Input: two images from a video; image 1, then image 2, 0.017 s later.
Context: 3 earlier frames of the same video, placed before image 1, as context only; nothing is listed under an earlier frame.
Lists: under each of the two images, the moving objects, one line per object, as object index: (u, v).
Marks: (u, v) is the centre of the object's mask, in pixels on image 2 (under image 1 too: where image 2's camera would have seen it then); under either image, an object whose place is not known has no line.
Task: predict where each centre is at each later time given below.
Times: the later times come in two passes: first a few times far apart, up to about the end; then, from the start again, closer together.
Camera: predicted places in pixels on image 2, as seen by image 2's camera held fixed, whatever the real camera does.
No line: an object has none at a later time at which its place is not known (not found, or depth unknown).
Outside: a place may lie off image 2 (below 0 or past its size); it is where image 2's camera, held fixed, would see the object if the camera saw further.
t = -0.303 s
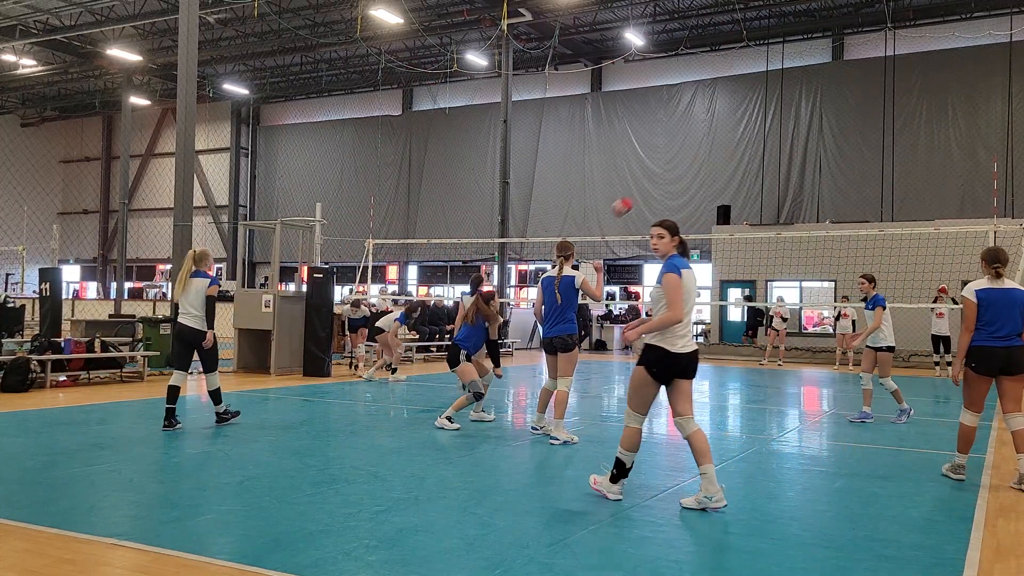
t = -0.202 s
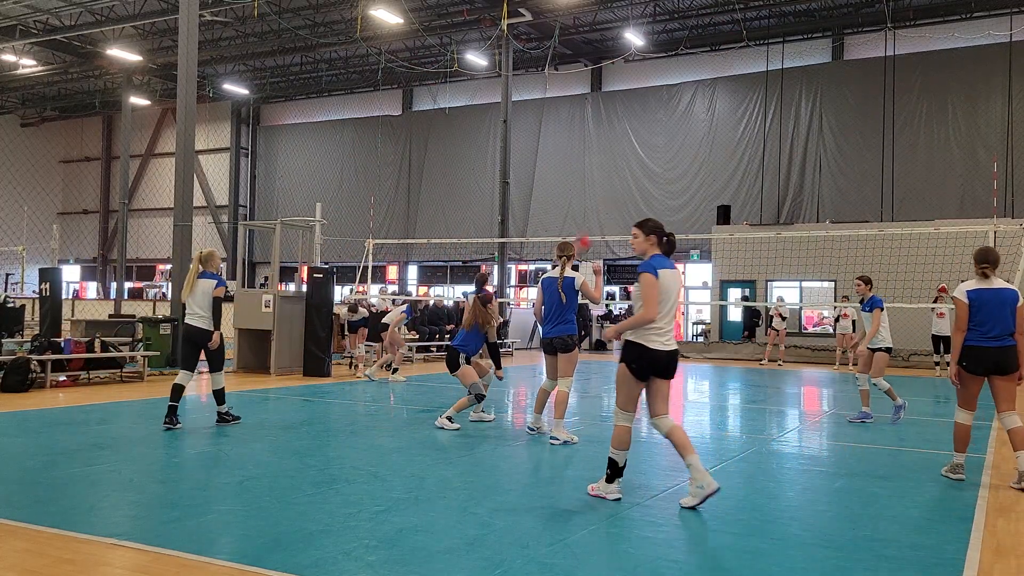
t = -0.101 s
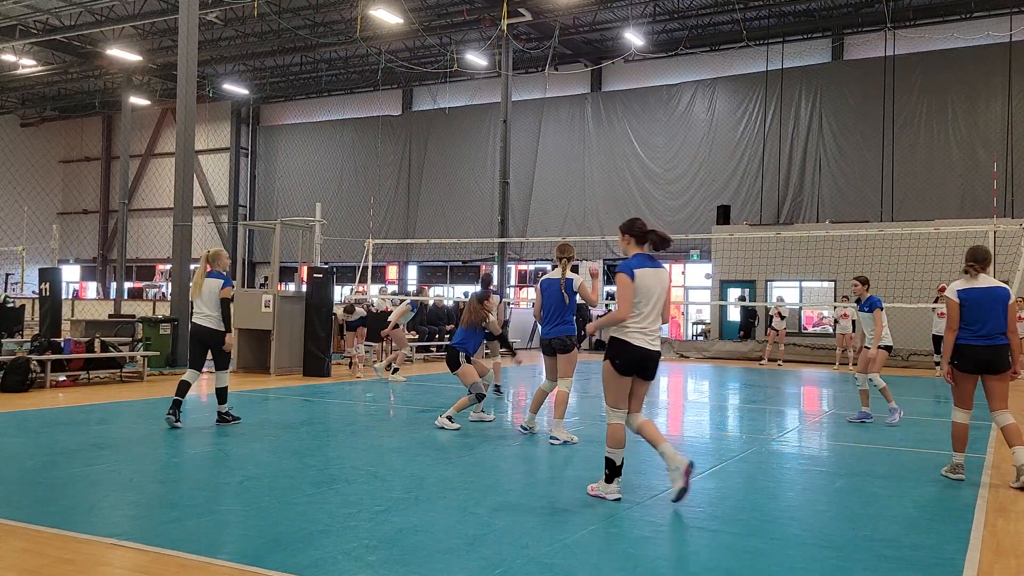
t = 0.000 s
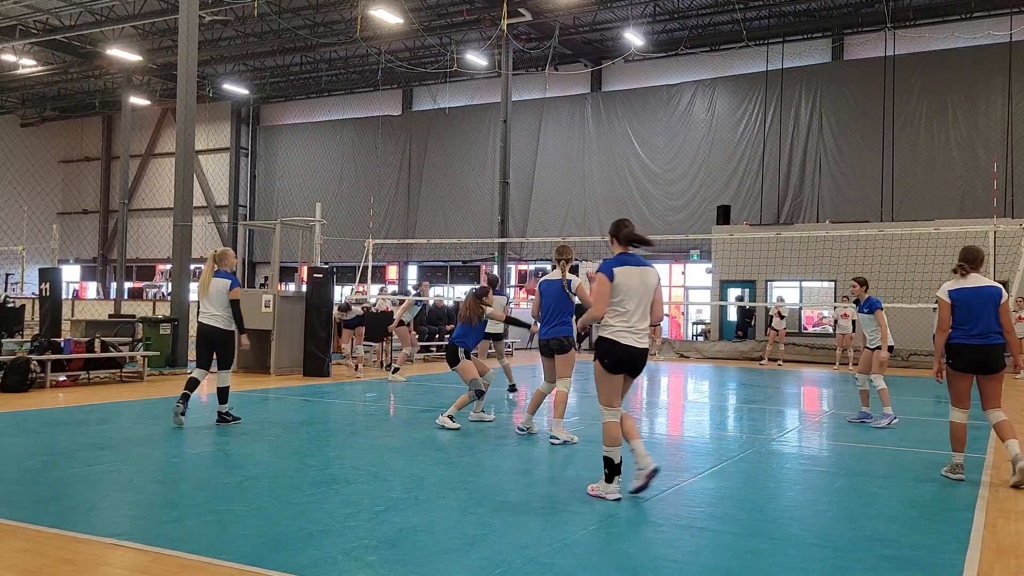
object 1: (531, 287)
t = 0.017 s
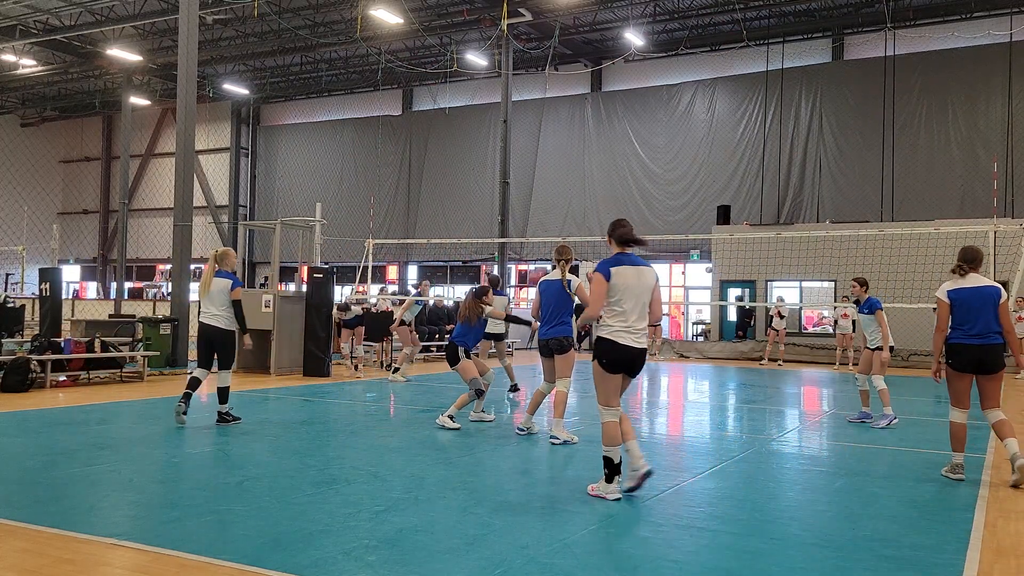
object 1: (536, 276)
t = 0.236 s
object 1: (598, 160)
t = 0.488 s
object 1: (665, 84)
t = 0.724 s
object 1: (722, 68)
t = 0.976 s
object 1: (780, 101)
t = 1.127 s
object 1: (812, 144)
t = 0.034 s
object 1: (541, 268)
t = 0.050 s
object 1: (546, 256)
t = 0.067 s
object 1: (550, 246)
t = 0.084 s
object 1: (556, 235)
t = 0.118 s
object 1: (566, 217)
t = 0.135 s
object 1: (570, 208)
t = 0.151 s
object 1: (575, 200)
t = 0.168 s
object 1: (580, 191)
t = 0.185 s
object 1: (585, 183)
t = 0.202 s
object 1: (589, 175)
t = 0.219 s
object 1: (594, 167)
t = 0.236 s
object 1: (598, 160)
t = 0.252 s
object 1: (603, 153)
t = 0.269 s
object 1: (608, 146)
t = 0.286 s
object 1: (612, 139)
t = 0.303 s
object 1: (616, 133)
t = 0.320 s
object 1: (621, 127)
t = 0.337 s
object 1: (626, 122)
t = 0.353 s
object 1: (630, 116)
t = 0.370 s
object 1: (634, 111)
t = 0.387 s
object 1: (638, 107)
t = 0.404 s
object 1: (642, 102)
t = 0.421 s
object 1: (647, 98)
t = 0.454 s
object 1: (656, 91)
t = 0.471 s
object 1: (659, 87)
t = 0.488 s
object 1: (665, 84)
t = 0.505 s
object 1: (668, 81)
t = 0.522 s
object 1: (673, 79)
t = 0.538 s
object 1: (677, 77)
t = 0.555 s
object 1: (681, 74)
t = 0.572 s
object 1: (685, 73)
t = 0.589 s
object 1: (689, 71)
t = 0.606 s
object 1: (693, 70)
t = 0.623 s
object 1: (697, 69)
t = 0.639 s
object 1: (702, 68)
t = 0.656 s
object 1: (706, 67)
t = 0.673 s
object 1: (710, 68)
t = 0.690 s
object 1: (714, 67)
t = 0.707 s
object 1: (718, 67)
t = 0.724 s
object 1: (722, 68)
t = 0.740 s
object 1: (726, 68)
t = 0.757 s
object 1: (729, 69)
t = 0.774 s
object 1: (734, 70)
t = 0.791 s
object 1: (738, 72)
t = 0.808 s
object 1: (742, 73)
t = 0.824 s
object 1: (746, 75)
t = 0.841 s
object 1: (750, 77)
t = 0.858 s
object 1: (754, 79)
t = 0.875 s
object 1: (757, 82)
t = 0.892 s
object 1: (761, 84)
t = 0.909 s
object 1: (765, 87)
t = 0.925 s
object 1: (769, 90)
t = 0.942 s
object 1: (772, 93)
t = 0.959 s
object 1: (776, 97)
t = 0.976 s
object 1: (780, 101)
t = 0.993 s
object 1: (783, 105)
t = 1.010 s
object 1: (787, 109)
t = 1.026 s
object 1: (791, 113)
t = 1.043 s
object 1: (794, 119)
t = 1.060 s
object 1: (798, 122)
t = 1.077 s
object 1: (801, 128)
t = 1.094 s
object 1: (805, 134)
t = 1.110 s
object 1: (809, 139)
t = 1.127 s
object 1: (812, 144)
